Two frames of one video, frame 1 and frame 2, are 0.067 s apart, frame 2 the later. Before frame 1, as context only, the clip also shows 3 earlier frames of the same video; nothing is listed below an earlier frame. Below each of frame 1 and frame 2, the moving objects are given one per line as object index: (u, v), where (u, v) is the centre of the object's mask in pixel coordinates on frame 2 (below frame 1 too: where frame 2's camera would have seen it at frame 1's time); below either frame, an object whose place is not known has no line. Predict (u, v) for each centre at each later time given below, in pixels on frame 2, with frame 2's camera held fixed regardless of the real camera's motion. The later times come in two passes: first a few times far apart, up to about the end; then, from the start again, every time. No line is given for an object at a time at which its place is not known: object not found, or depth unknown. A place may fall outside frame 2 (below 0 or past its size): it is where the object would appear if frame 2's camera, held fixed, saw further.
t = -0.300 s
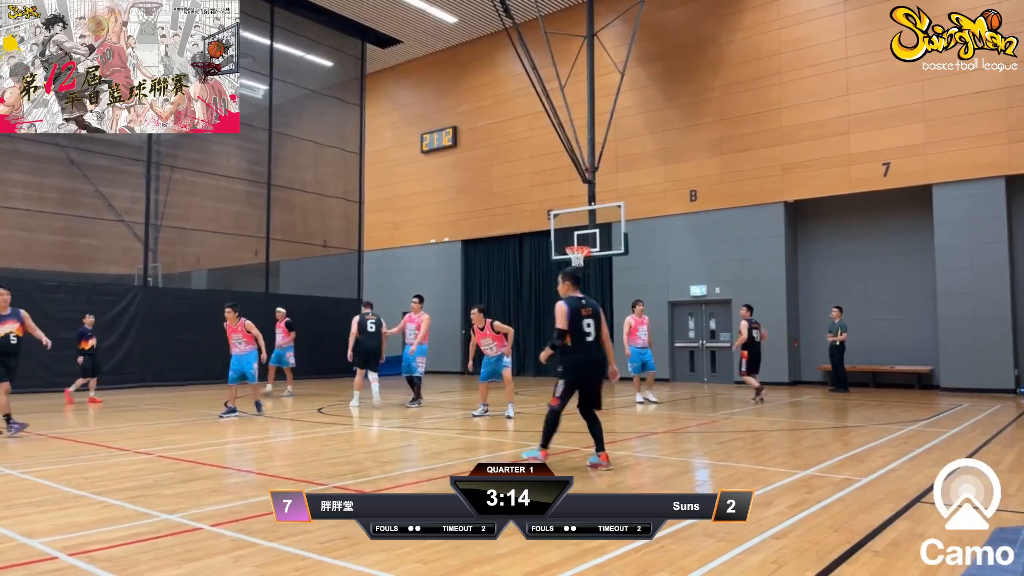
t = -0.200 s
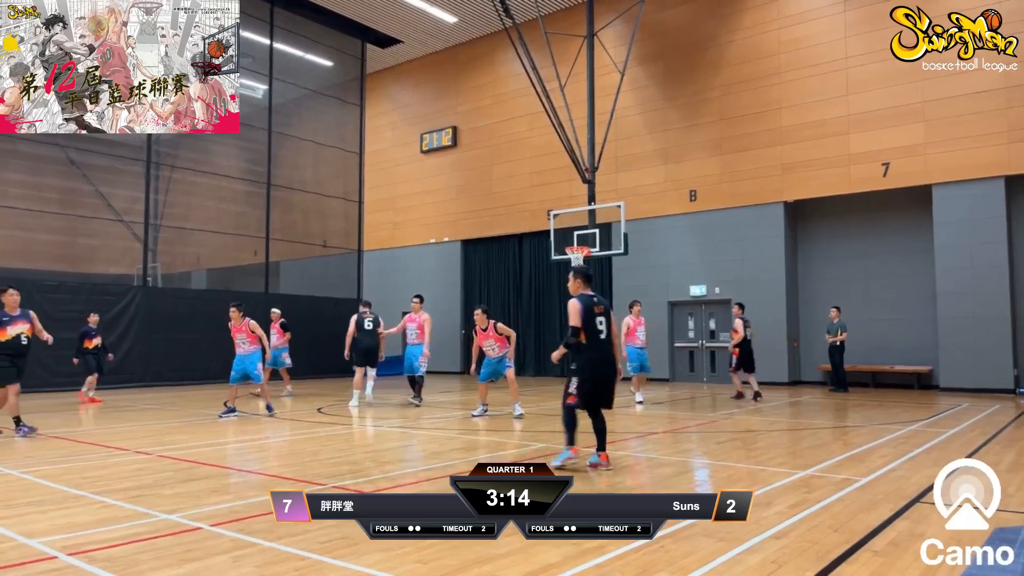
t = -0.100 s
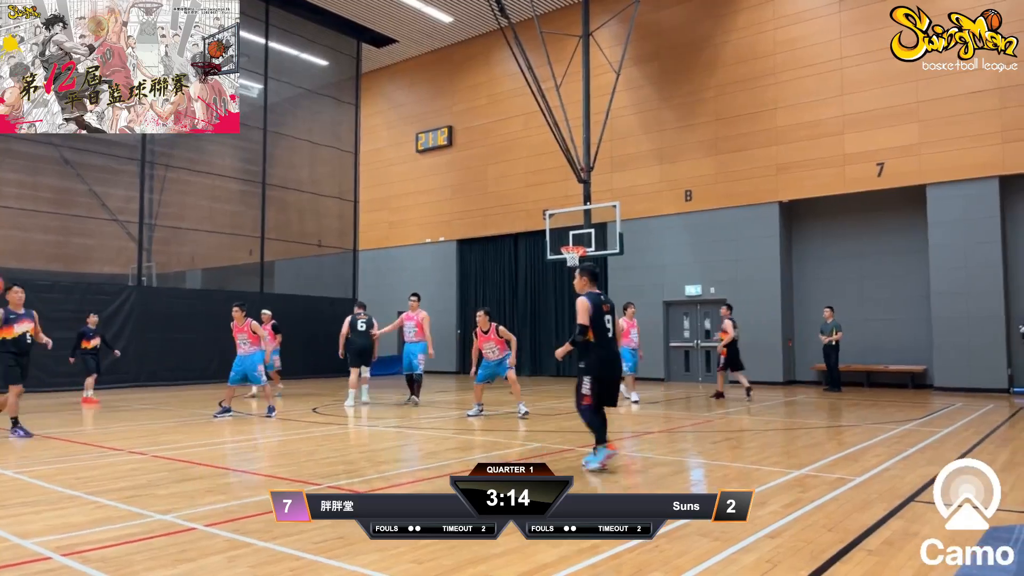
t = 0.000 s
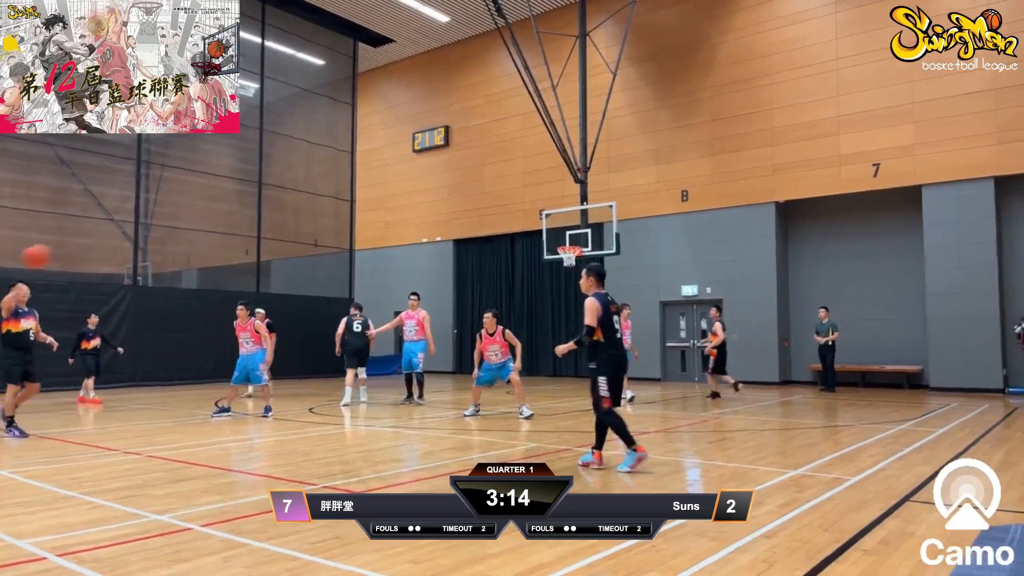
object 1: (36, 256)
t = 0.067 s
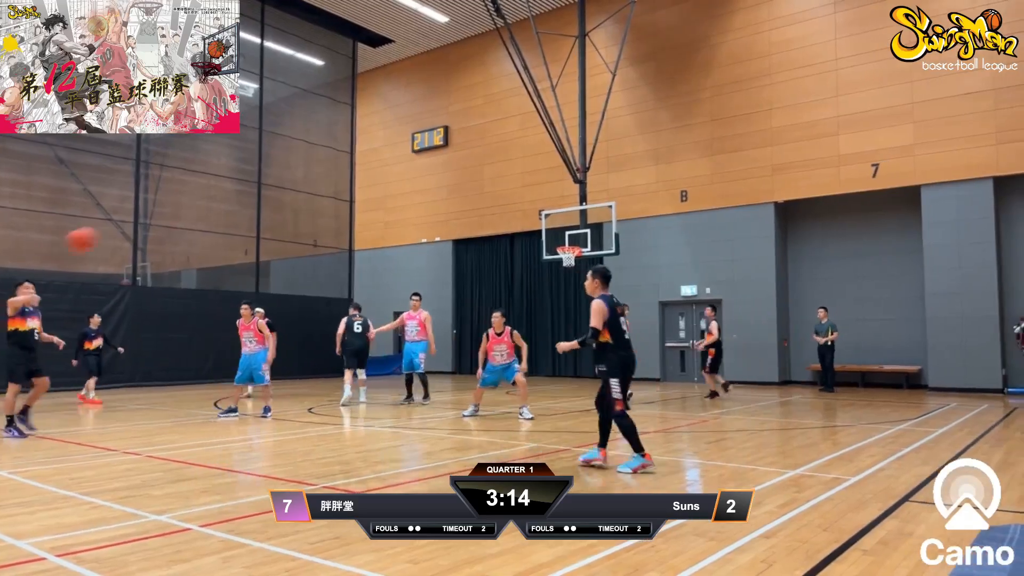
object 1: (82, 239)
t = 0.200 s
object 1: (182, 215)
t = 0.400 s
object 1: (344, 207)
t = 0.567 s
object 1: (497, 230)
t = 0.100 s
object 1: (106, 233)
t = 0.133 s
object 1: (132, 226)
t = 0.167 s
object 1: (156, 220)
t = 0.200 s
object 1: (182, 215)
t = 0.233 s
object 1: (209, 211)
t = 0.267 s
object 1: (235, 209)
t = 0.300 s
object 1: (261, 207)
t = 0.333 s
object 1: (288, 206)
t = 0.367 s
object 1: (317, 206)
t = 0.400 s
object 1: (344, 207)
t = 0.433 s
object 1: (374, 209)
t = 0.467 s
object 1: (405, 213)
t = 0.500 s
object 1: (435, 217)
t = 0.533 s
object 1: (467, 222)
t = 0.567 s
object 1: (497, 230)
